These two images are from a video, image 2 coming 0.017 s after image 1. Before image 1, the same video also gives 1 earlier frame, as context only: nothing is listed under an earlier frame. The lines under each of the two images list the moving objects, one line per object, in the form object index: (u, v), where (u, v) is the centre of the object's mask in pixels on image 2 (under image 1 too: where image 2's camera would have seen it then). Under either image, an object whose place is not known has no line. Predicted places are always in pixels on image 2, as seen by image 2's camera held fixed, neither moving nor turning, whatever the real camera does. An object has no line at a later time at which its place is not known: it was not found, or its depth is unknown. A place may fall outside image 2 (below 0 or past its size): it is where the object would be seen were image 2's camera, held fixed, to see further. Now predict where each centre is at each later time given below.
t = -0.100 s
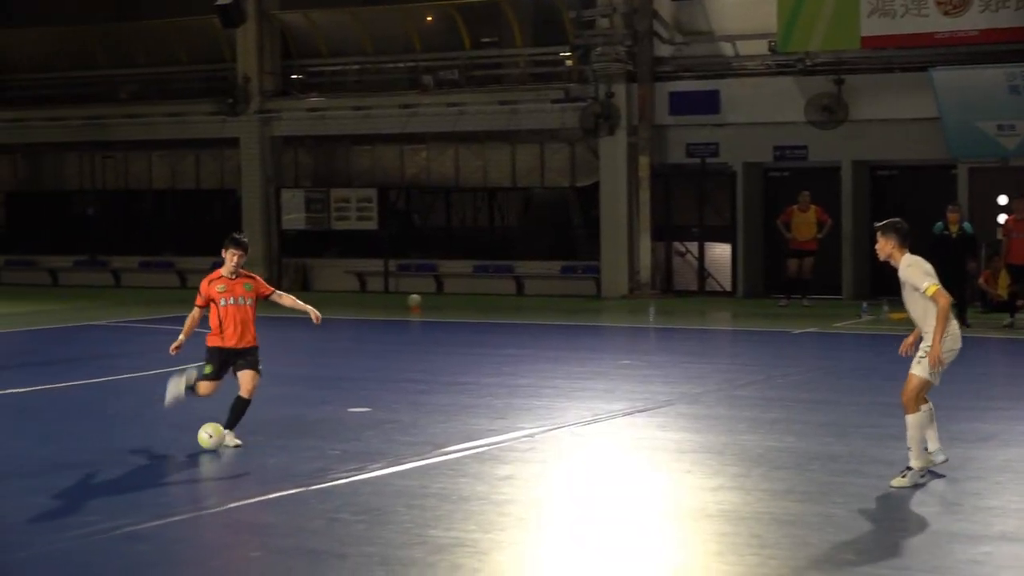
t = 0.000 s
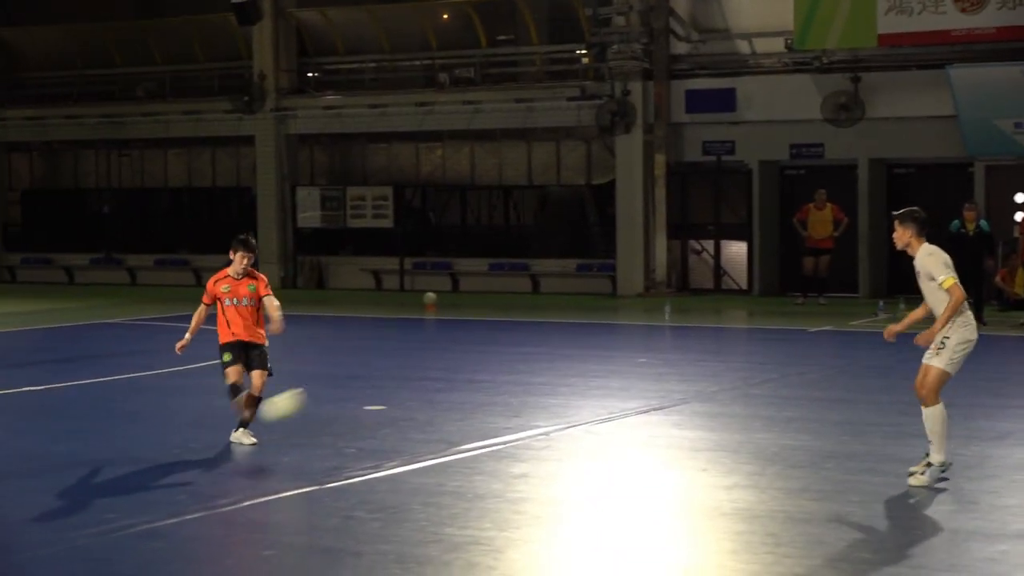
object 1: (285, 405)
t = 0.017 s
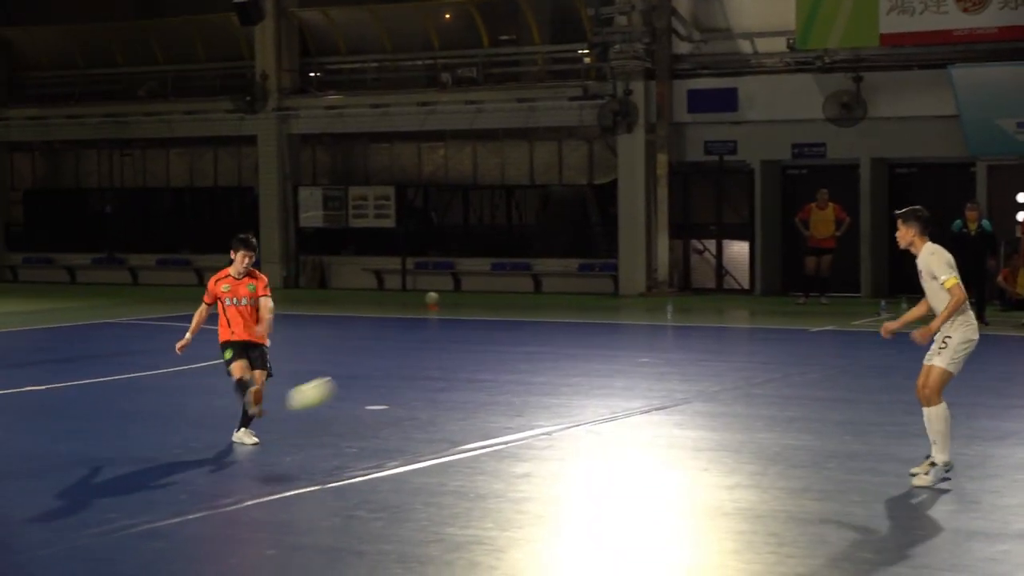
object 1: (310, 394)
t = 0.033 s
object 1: (337, 383)
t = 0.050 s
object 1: (364, 372)
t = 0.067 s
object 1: (391, 361)
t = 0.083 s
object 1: (419, 350)
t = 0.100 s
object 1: (449, 340)
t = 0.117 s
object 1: (478, 330)
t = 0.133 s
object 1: (508, 321)
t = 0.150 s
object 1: (538, 311)
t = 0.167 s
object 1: (568, 301)
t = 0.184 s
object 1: (598, 292)
